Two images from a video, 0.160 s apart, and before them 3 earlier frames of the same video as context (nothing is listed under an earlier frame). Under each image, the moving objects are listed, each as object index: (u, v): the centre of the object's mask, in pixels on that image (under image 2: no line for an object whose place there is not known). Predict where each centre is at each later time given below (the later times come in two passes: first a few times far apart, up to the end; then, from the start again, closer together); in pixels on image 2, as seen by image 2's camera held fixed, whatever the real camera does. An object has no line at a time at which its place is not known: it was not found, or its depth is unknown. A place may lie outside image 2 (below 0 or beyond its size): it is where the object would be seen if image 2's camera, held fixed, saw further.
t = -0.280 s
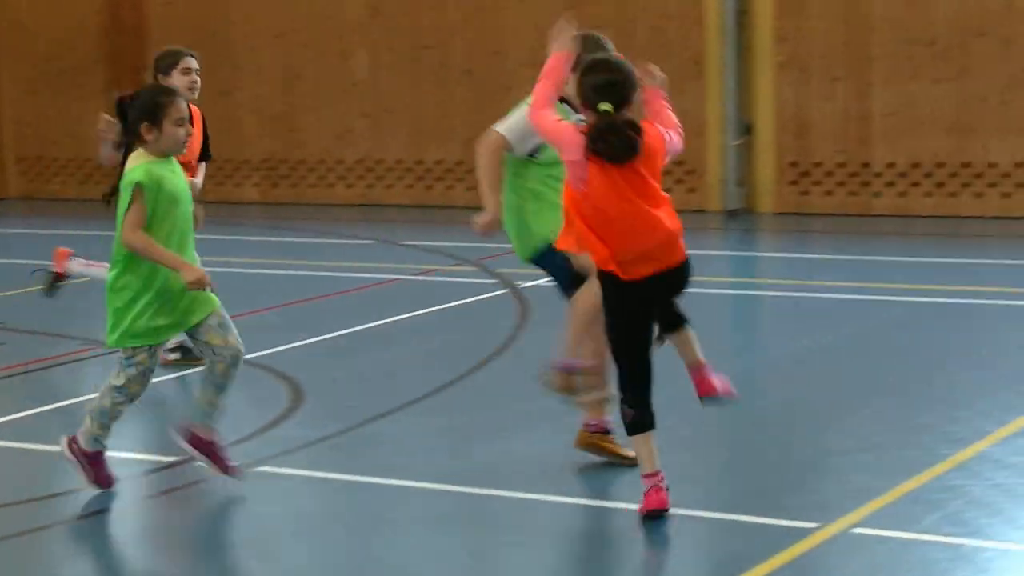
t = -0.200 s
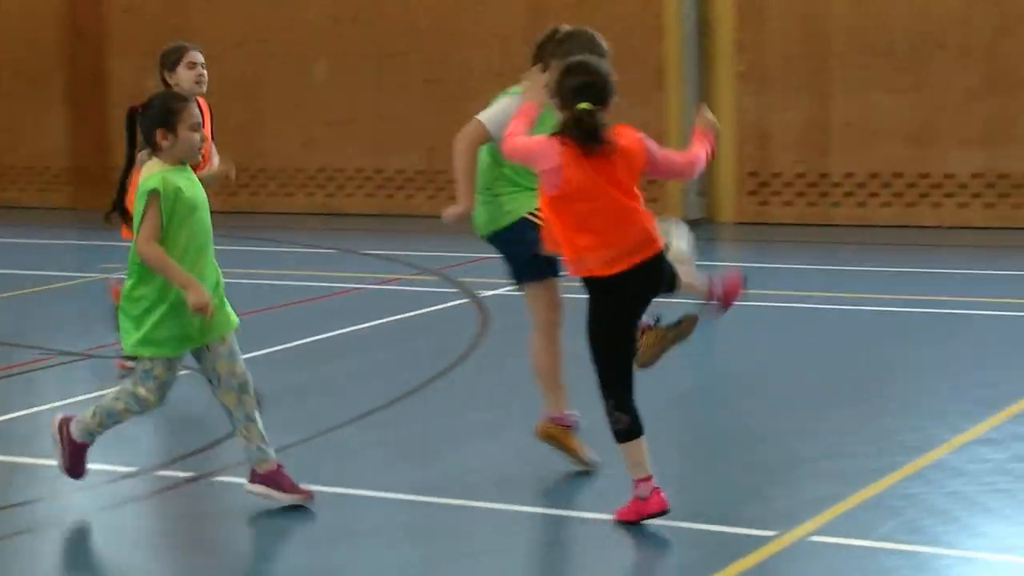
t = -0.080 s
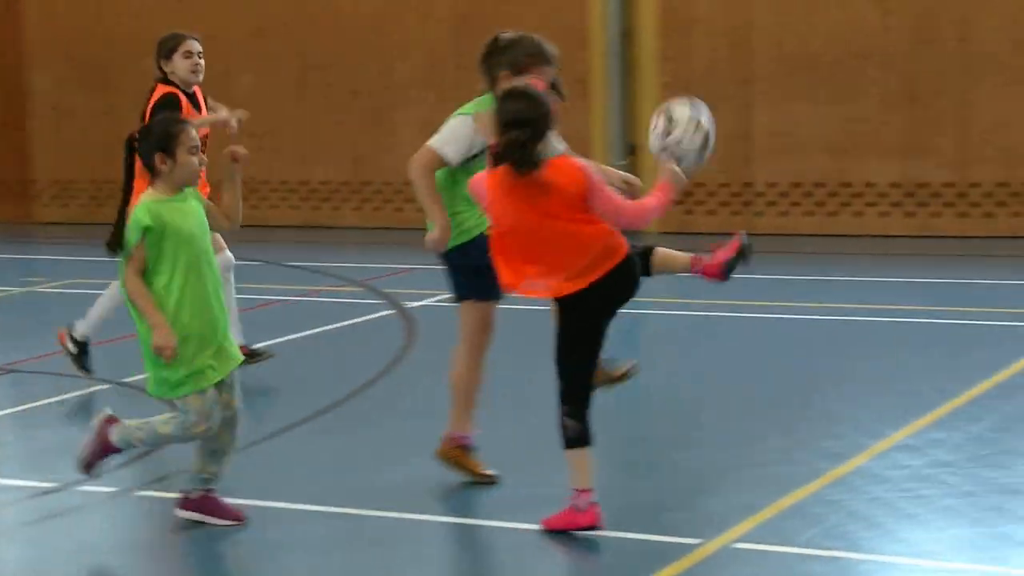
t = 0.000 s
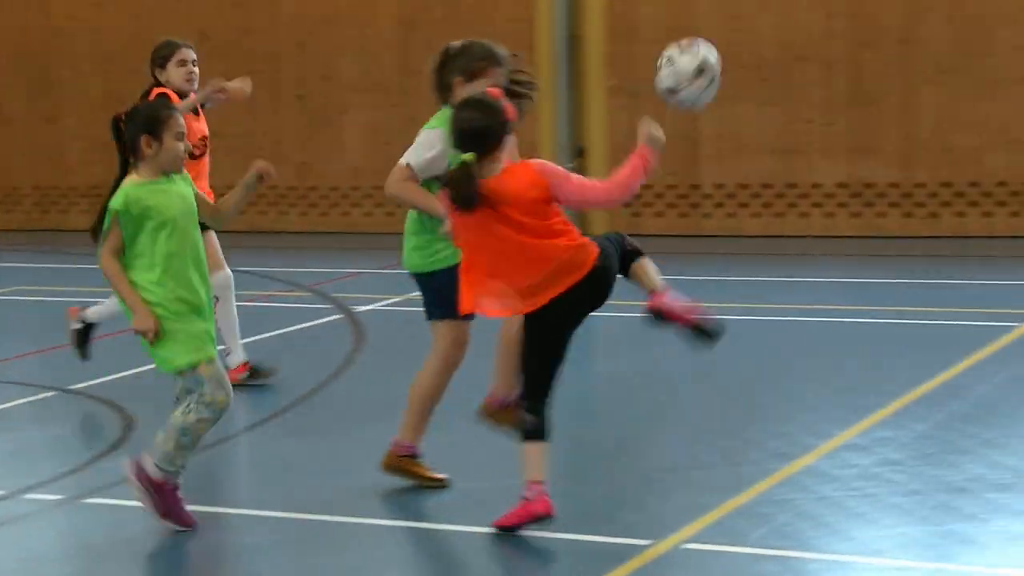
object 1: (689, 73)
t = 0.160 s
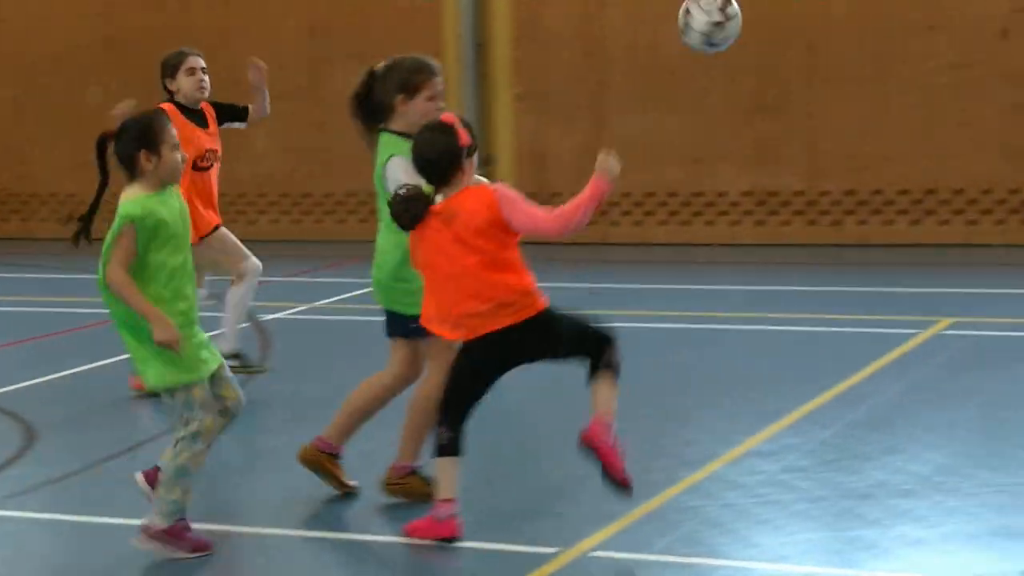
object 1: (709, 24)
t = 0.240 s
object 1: (764, 19)
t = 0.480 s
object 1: (915, 124)
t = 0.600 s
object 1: (985, 228)
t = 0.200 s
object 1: (737, 20)
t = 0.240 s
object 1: (764, 19)
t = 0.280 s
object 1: (790, 25)
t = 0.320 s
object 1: (816, 35)
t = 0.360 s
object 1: (841, 52)
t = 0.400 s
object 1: (865, 73)
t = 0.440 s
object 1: (891, 96)
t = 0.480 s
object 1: (915, 124)
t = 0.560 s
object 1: (963, 191)
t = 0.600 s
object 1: (985, 228)
